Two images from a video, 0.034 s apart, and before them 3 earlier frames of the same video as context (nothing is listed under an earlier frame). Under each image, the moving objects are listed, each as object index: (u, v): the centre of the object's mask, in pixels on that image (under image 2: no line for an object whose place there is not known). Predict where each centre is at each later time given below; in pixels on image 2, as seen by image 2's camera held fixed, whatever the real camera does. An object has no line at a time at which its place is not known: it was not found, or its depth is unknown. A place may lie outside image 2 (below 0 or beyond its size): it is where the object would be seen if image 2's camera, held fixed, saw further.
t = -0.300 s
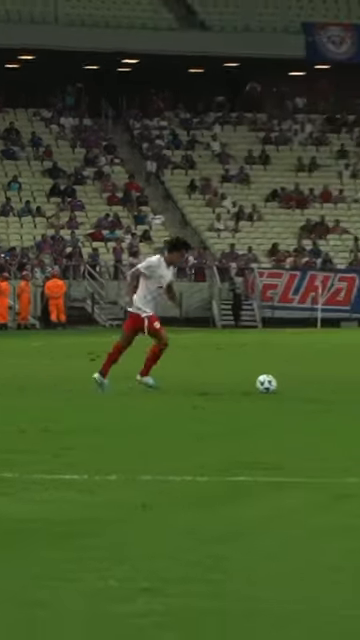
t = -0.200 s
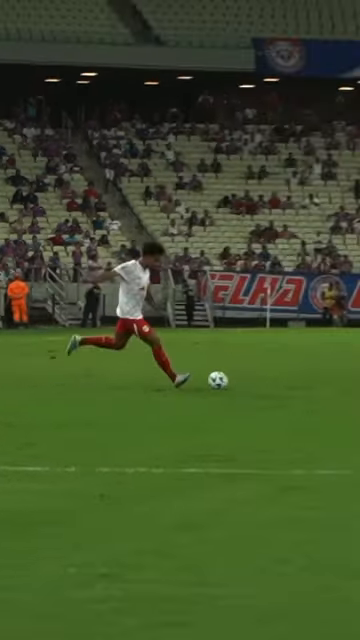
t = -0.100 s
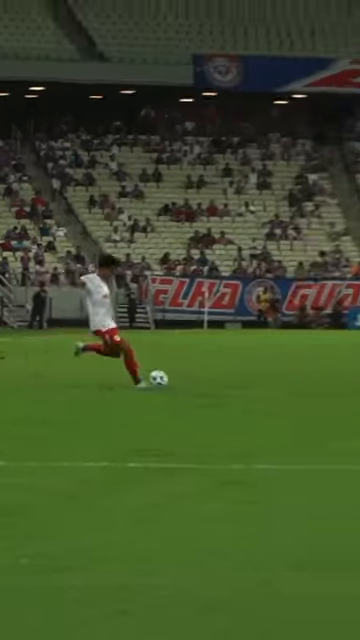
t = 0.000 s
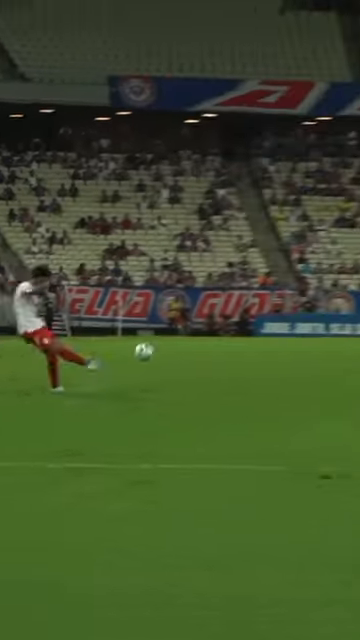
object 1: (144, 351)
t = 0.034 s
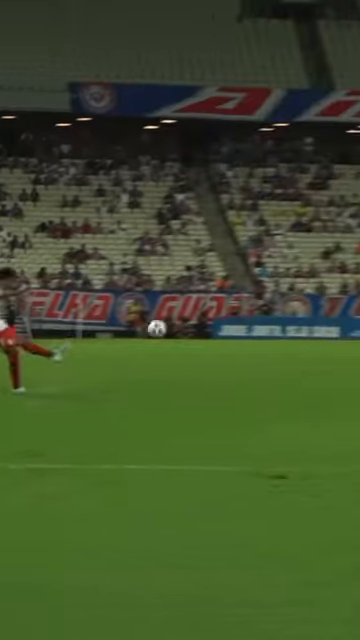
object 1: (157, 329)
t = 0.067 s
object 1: (210, 304)
